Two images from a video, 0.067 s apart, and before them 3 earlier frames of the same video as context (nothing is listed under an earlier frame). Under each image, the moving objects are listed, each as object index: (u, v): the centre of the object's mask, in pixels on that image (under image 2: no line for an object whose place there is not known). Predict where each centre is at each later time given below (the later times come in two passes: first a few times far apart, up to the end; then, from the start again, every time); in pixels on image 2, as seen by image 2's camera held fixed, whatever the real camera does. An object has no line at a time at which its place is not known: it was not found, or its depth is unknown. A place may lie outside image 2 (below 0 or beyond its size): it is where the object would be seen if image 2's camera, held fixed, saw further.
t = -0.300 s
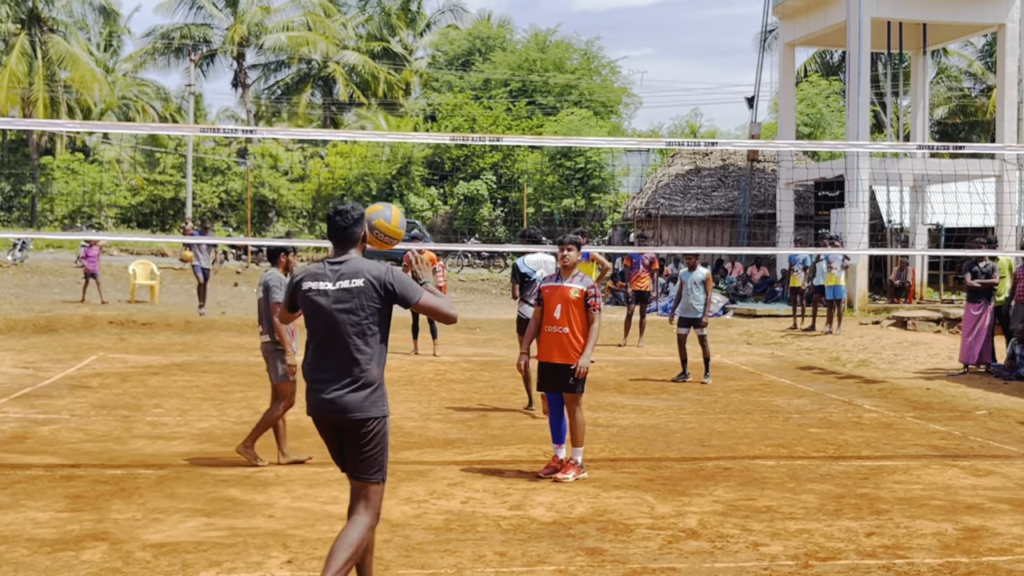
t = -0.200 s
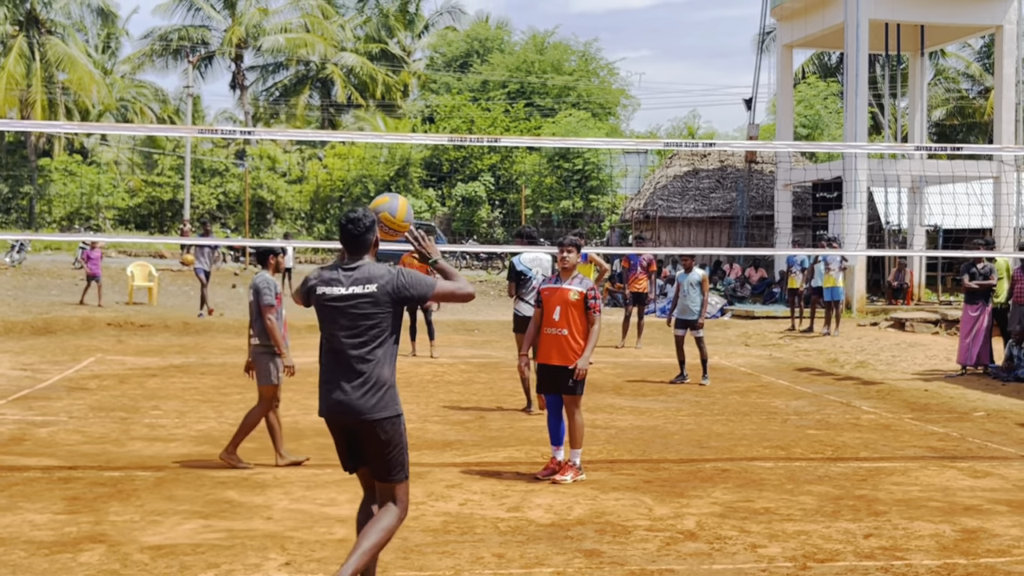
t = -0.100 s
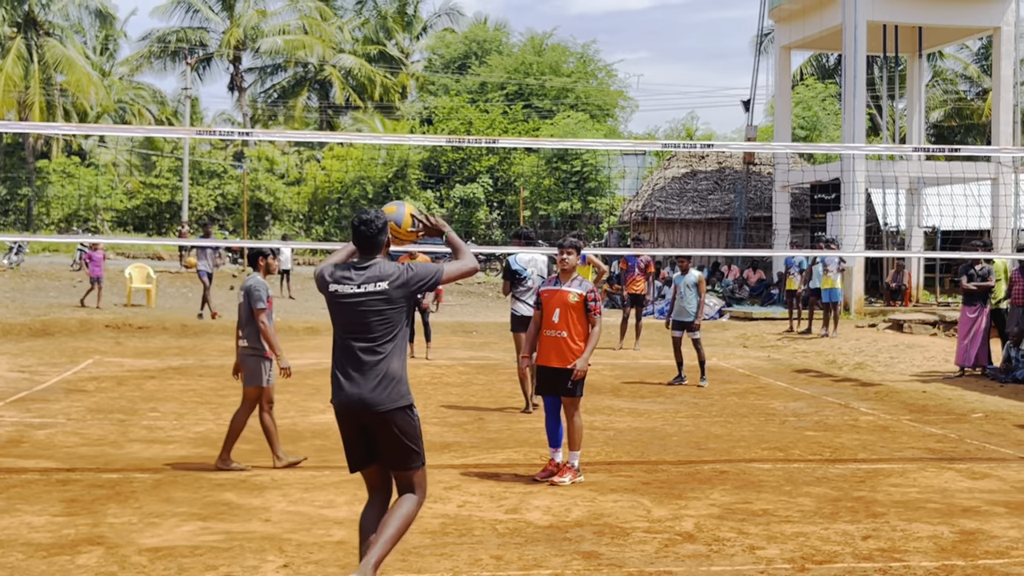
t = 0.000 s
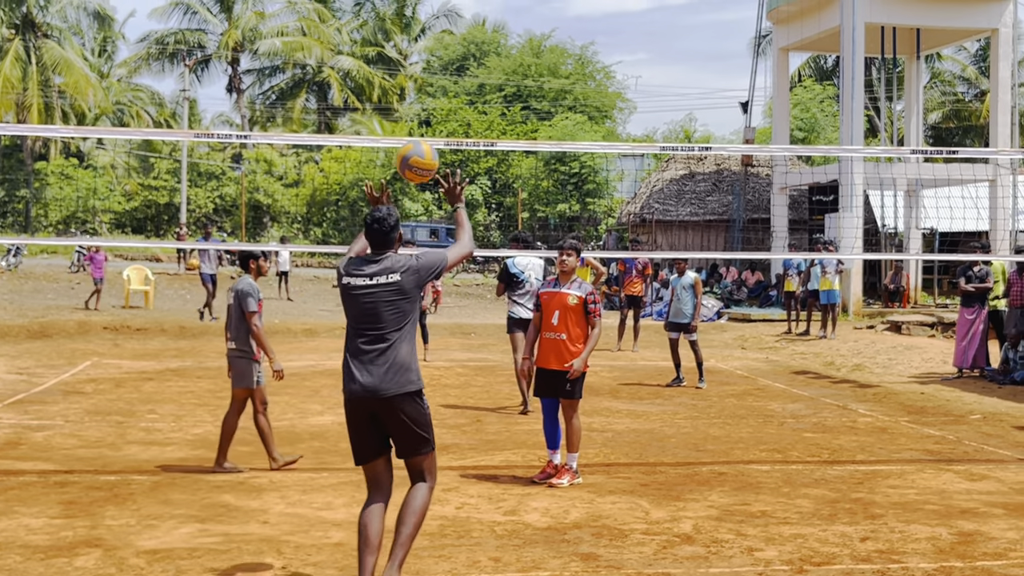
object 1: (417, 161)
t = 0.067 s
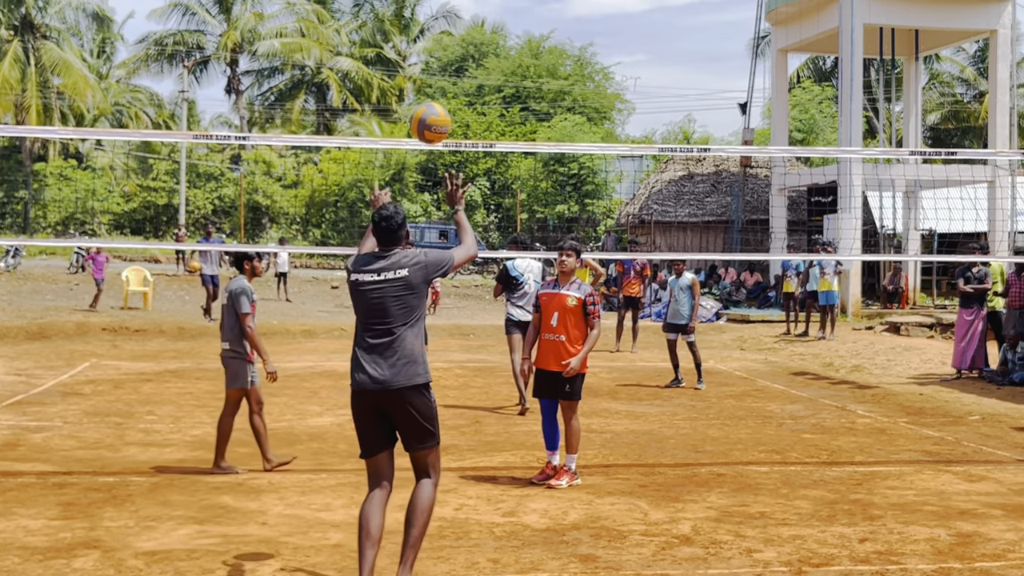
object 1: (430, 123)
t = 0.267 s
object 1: (466, 67)
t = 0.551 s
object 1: (503, 111)
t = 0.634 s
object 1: (512, 144)
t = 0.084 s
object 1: (434, 115)
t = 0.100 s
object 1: (437, 108)
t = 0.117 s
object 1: (440, 101)
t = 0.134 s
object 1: (443, 94)
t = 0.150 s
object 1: (446, 89)
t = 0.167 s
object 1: (450, 84)
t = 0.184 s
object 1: (452, 80)
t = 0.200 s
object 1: (455, 76)
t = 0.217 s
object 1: (458, 73)
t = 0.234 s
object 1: (460, 71)
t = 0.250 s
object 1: (463, 69)
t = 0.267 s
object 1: (466, 67)
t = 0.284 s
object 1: (468, 66)
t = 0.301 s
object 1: (471, 66)
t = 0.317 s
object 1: (473, 66)
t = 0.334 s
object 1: (475, 66)
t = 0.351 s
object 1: (478, 67)
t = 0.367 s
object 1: (480, 69)
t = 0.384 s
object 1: (482, 71)
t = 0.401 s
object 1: (485, 73)
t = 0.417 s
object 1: (487, 76)
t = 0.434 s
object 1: (489, 79)
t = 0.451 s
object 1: (491, 82)
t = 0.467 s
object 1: (493, 86)
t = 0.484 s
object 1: (495, 91)
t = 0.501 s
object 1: (497, 95)
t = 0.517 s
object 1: (499, 100)
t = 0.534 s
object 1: (501, 105)
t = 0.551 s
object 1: (503, 111)
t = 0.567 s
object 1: (505, 117)
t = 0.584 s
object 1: (507, 123)
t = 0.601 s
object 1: (509, 130)
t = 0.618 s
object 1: (510, 137)
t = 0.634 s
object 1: (512, 144)
